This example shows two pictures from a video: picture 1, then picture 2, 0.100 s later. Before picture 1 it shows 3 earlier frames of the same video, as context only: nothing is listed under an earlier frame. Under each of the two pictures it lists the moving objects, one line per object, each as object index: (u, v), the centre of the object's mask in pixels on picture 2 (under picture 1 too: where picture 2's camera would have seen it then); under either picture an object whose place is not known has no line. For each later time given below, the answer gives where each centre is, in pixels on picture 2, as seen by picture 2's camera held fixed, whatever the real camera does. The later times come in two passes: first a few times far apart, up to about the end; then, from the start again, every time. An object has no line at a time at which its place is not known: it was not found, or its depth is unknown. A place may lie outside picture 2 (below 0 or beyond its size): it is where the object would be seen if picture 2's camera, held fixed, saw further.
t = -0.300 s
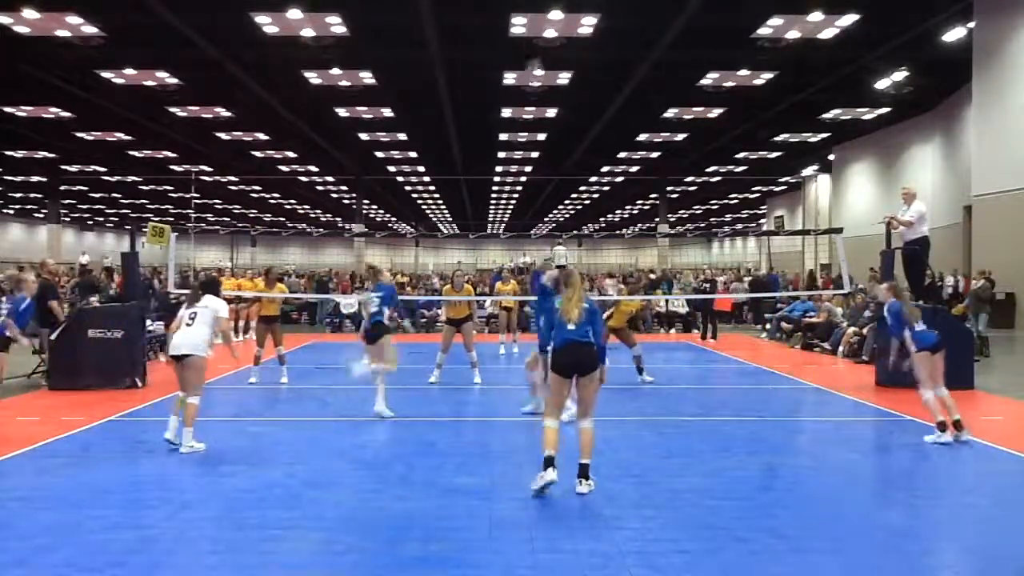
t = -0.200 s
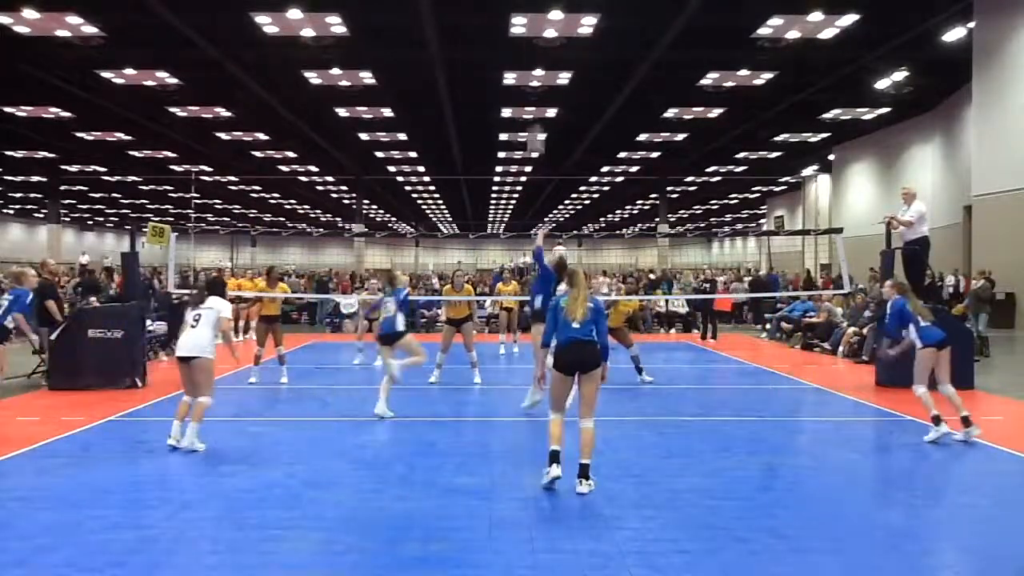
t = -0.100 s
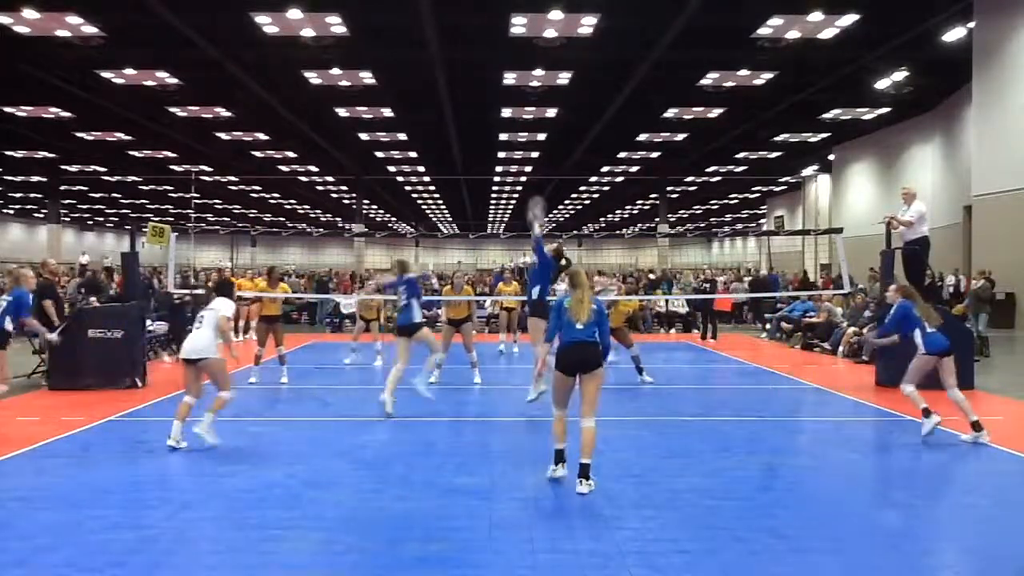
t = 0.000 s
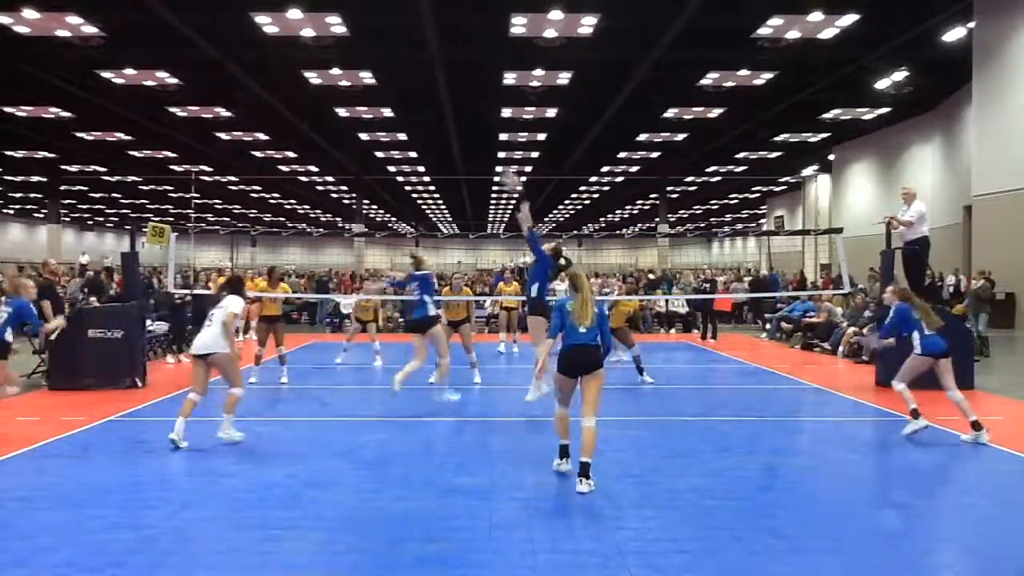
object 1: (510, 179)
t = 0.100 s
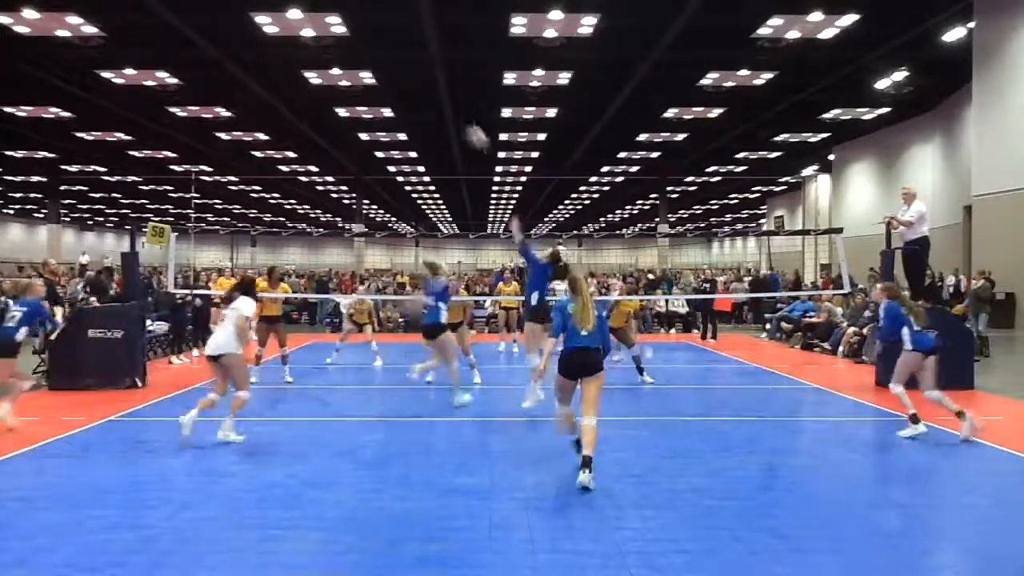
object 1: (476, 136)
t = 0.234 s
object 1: (434, 93)
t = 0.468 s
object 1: (366, 59)
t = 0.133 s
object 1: (466, 124)
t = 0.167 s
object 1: (455, 114)
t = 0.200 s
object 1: (445, 103)
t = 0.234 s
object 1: (434, 93)
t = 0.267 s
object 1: (424, 86)
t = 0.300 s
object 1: (414, 80)
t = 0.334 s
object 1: (404, 74)
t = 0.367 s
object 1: (395, 69)
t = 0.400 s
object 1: (385, 65)
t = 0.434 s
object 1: (375, 61)
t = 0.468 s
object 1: (366, 59)
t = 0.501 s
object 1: (356, 57)
